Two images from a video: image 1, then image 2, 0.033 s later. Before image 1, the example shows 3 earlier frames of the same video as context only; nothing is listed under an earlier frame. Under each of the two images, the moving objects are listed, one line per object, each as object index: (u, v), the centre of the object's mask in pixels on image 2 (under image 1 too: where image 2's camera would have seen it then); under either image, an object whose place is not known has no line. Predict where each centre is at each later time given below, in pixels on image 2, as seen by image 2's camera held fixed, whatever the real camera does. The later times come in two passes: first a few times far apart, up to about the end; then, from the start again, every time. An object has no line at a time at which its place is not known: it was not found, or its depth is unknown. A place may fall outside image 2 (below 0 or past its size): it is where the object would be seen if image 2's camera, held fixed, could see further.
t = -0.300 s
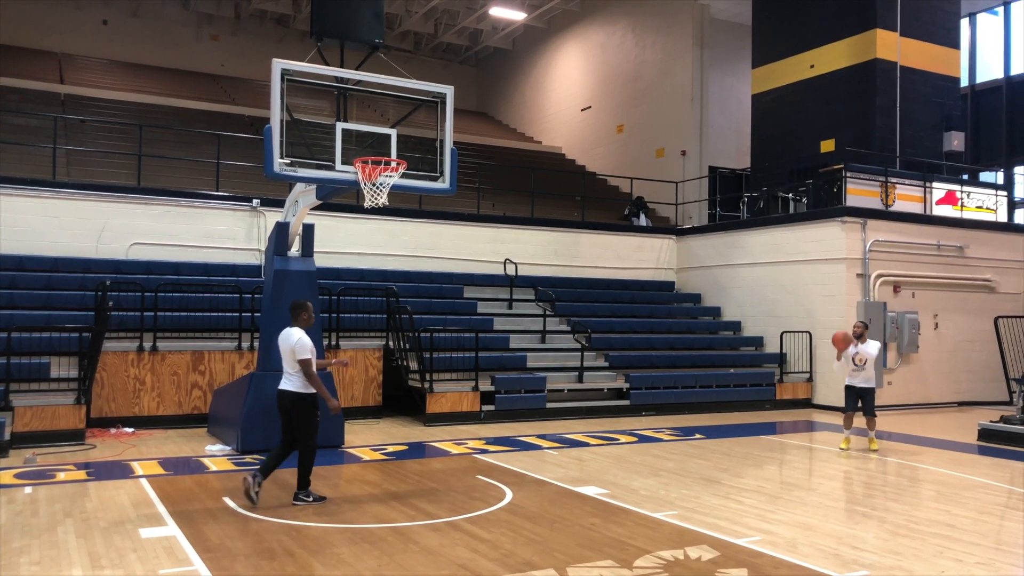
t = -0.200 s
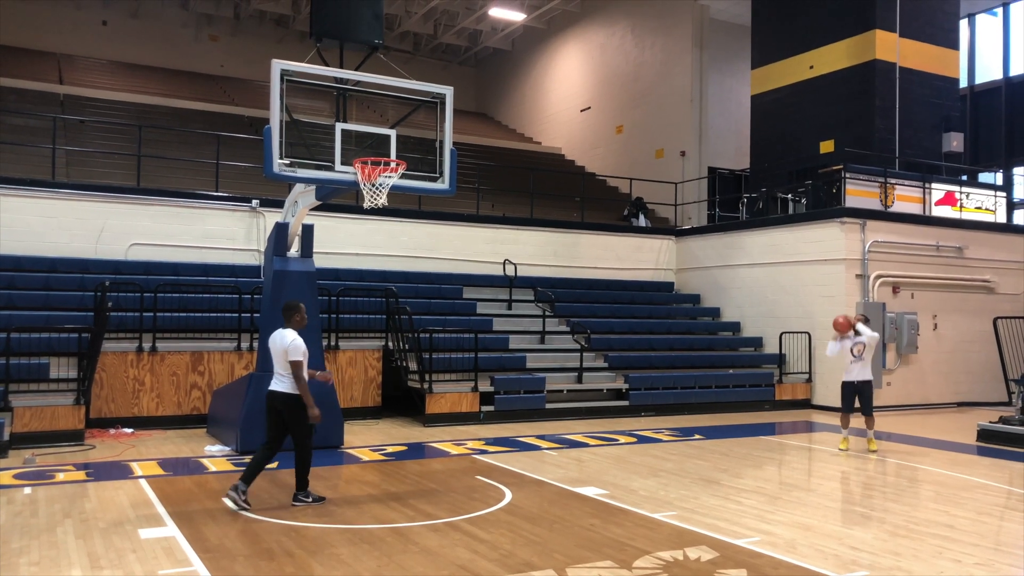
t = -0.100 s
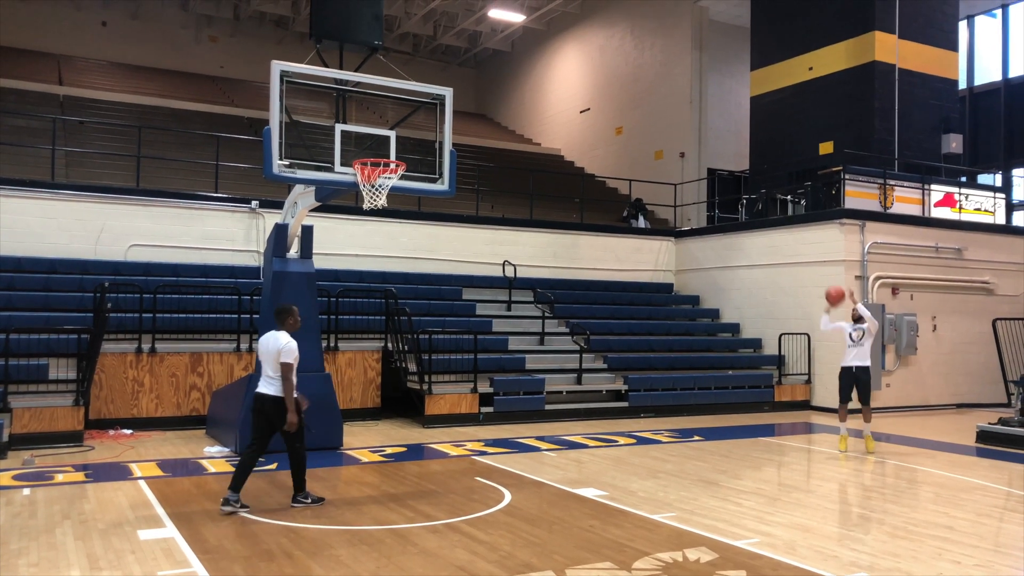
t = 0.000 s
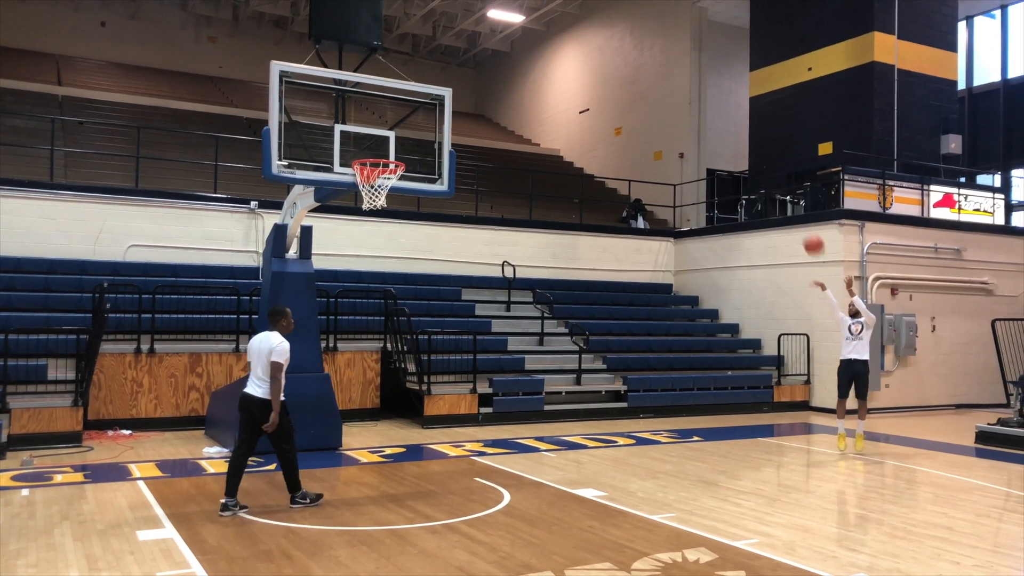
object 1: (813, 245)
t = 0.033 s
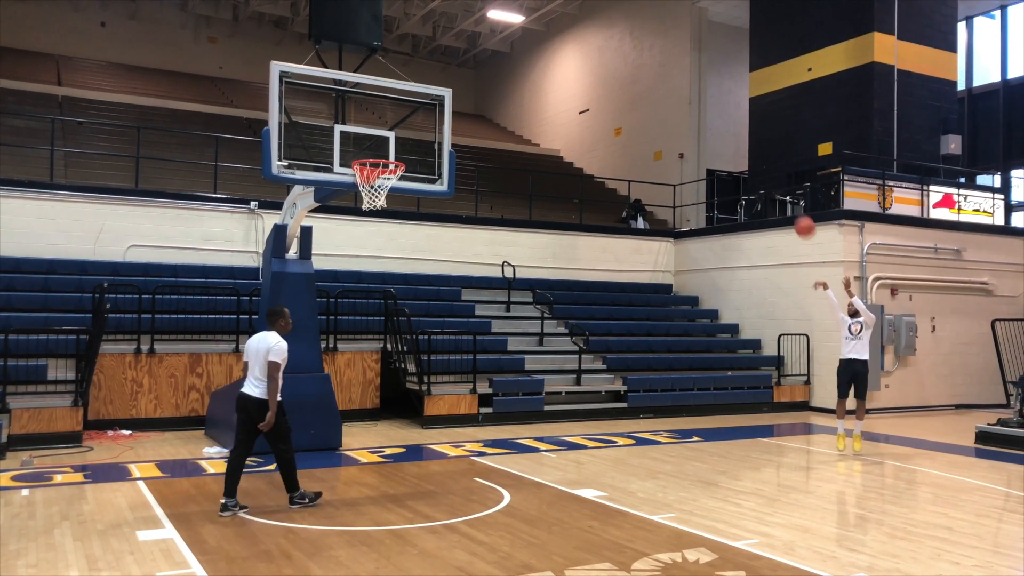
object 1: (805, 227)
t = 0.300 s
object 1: (733, 111)
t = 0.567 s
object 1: (653, 42)
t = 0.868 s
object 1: (552, 32)
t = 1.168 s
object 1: (433, 111)
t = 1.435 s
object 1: (340, 140)
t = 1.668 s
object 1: (276, 163)
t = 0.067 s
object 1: (796, 211)
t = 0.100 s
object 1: (788, 194)
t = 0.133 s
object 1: (778, 179)
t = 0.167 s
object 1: (769, 164)
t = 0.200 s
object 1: (761, 150)
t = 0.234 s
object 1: (752, 137)
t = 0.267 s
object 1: (742, 123)
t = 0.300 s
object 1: (733, 111)
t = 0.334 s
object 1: (723, 100)
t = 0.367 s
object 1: (713, 89)
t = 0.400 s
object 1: (703, 79)
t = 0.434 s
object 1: (694, 70)
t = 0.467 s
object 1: (684, 62)
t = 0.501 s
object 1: (674, 54)
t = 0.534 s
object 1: (663, 48)
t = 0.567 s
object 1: (653, 42)
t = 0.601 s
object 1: (642, 37)
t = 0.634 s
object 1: (632, 33)
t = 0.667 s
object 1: (621, 30)
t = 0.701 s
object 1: (610, 28)
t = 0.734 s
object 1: (599, 27)
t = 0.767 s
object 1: (587, 27)
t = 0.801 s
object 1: (576, 27)
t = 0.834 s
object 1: (564, 30)
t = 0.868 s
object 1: (552, 32)
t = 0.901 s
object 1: (540, 37)
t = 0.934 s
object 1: (527, 42)
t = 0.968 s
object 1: (515, 48)
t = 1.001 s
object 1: (502, 56)
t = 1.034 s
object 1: (489, 64)
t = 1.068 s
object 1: (476, 74)
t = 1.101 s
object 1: (463, 85)
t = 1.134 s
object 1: (449, 97)
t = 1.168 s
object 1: (433, 111)
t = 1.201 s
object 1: (421, 126)
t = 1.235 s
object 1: (407, 143)
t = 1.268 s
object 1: (394, 152)
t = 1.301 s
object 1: (383, 148)
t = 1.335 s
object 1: (372, 145)
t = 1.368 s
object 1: (361, 142)
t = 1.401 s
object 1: (351, 141)
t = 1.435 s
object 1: (340, 140)
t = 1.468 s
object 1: (330, 140)
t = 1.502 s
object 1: (319, 143)
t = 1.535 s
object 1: (308, 145)
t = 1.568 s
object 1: (297, 149)
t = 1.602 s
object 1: (287, 155)
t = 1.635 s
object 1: (277, 161)
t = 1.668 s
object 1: (276, 163)
